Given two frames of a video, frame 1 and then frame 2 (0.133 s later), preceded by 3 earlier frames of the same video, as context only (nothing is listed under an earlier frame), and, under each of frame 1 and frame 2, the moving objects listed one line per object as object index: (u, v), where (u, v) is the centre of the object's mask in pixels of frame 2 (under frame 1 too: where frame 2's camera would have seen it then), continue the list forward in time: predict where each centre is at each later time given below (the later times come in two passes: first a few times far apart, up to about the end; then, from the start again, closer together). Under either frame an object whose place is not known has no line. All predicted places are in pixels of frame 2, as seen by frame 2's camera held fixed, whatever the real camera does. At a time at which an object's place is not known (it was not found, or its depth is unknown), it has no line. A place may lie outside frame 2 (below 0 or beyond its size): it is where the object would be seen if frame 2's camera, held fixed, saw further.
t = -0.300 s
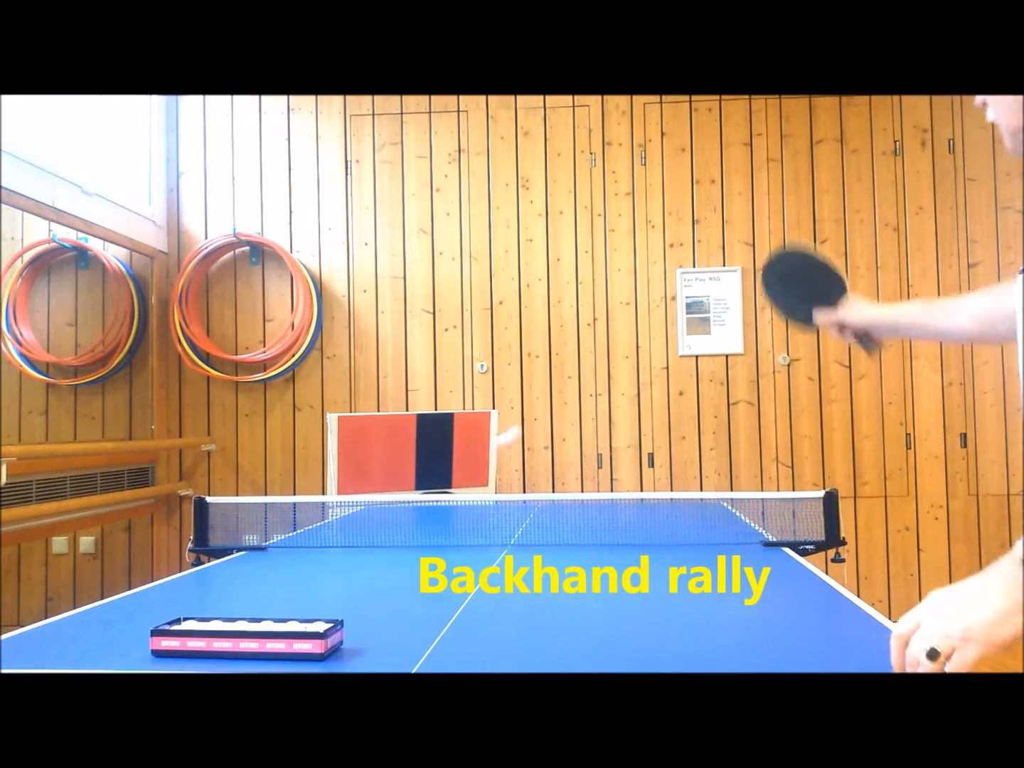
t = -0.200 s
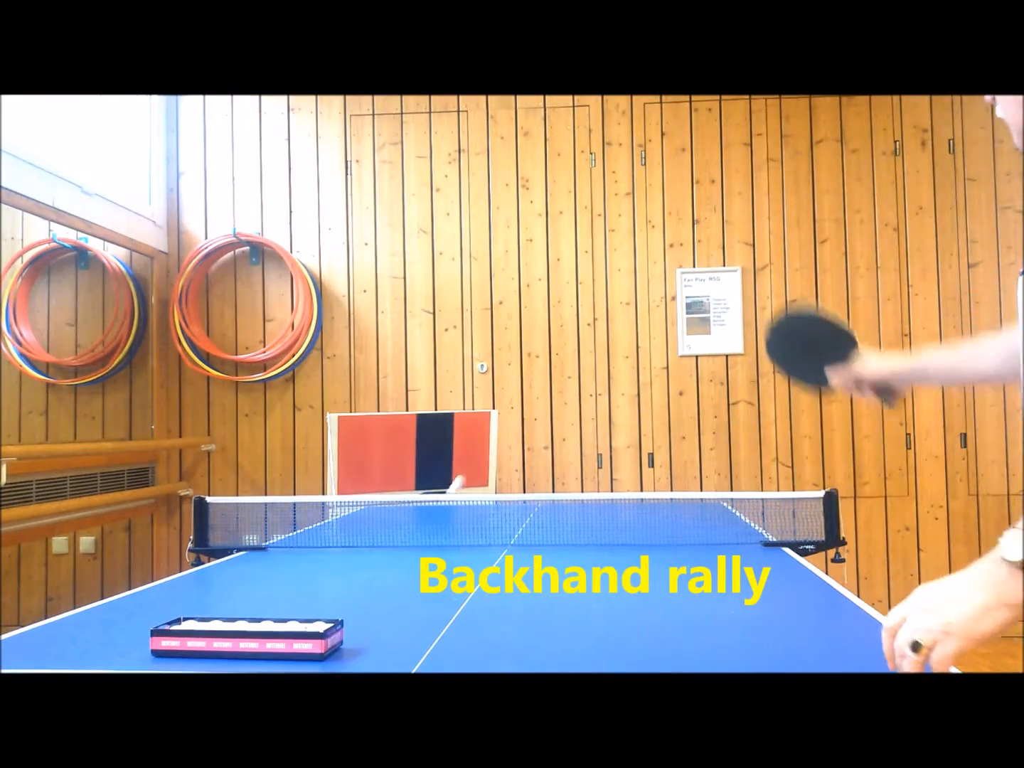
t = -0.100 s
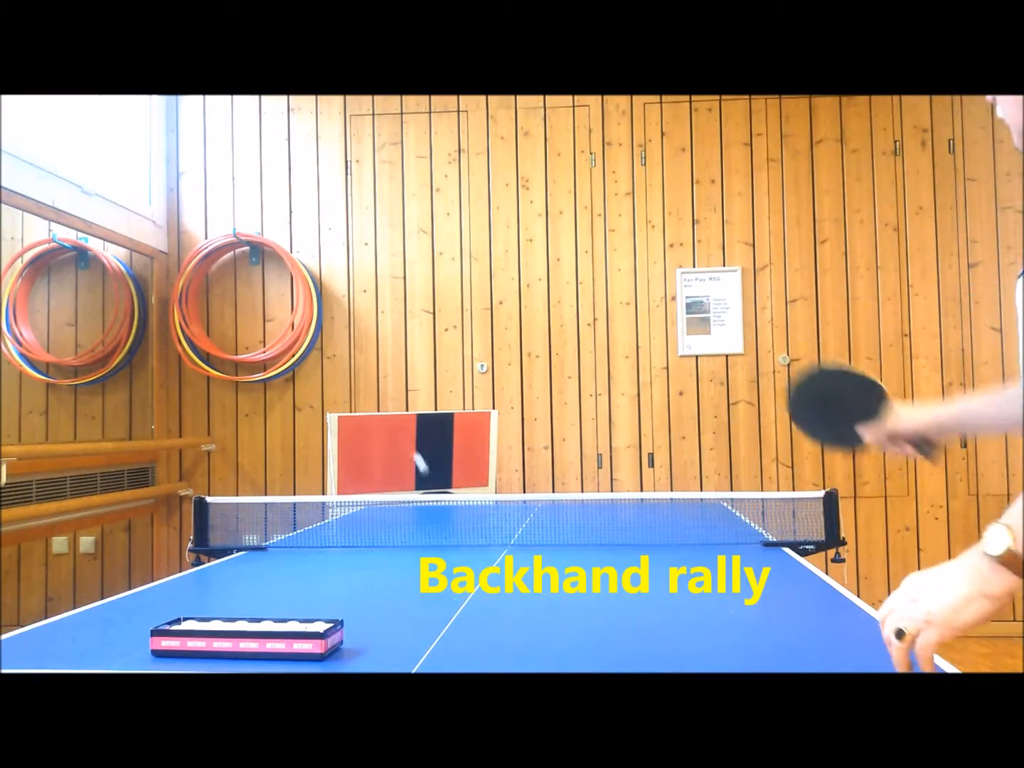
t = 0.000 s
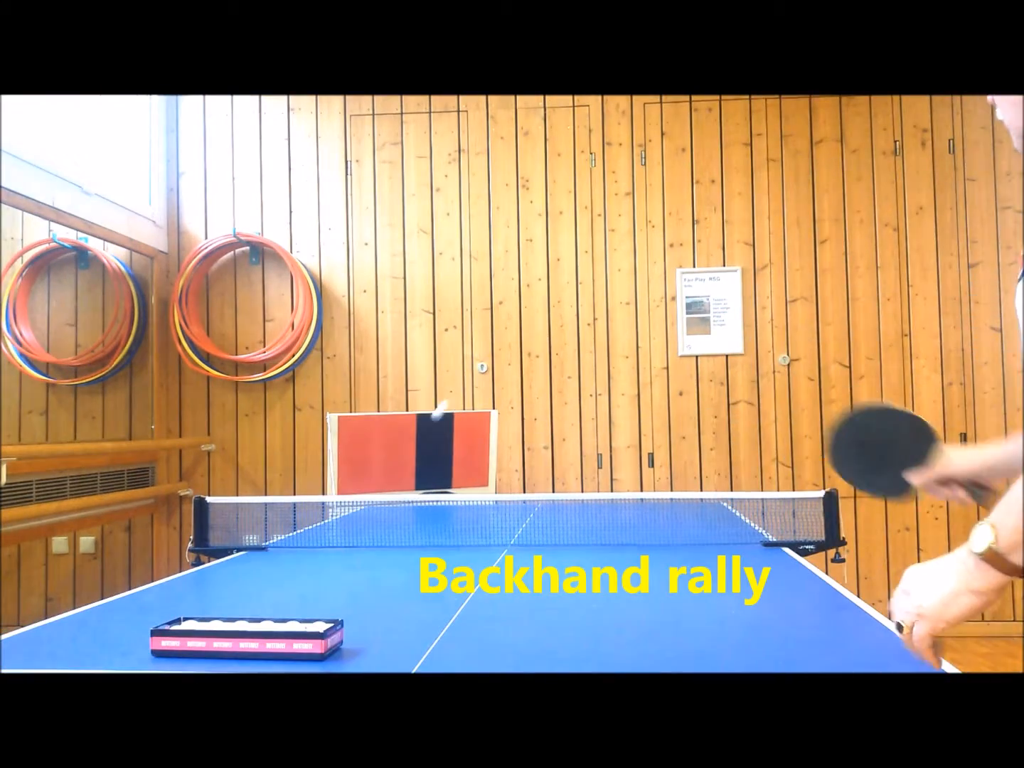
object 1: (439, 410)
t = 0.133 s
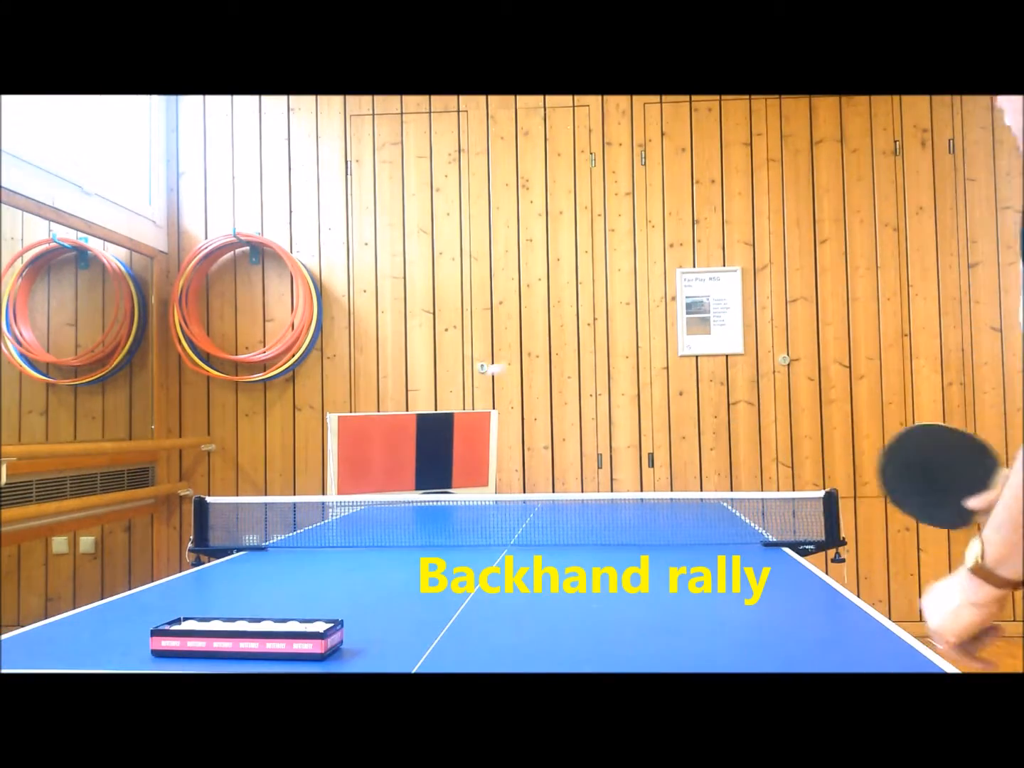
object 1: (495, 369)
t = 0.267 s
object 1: (566, 371)
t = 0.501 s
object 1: (745, 534)
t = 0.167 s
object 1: (512, 364)
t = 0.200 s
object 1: (529, 363)
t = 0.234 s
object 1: (546, 365)
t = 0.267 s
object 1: (566, 371)
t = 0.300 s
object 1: (586, 379)
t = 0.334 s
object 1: (609, 393)
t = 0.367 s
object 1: (632, 410)
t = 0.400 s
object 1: (656, 433)
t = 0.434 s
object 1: (684, 460)
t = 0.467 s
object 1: (713, 492)
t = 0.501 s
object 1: (745, 534)
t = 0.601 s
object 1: (835, 490)
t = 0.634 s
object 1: (866, 461)
